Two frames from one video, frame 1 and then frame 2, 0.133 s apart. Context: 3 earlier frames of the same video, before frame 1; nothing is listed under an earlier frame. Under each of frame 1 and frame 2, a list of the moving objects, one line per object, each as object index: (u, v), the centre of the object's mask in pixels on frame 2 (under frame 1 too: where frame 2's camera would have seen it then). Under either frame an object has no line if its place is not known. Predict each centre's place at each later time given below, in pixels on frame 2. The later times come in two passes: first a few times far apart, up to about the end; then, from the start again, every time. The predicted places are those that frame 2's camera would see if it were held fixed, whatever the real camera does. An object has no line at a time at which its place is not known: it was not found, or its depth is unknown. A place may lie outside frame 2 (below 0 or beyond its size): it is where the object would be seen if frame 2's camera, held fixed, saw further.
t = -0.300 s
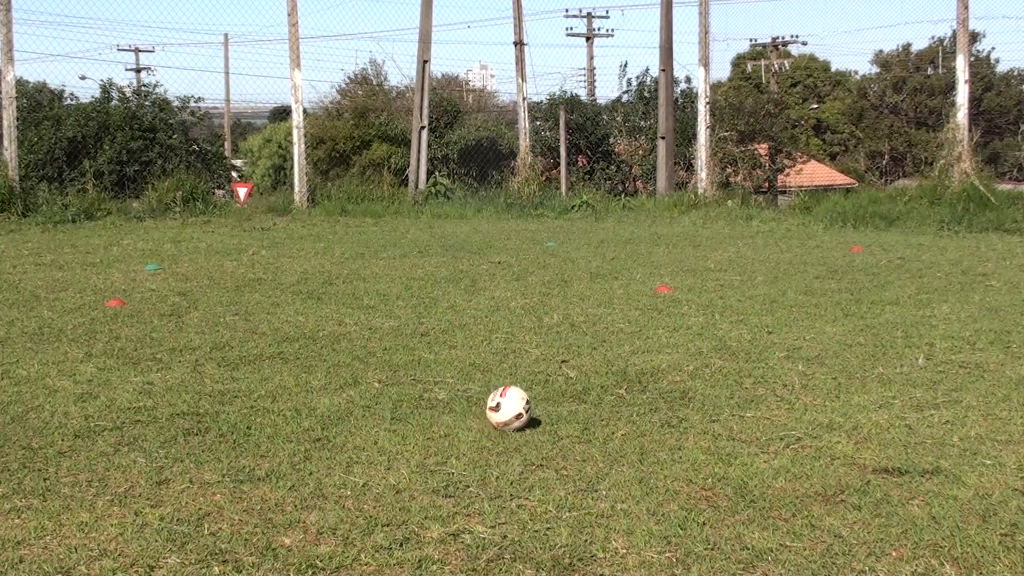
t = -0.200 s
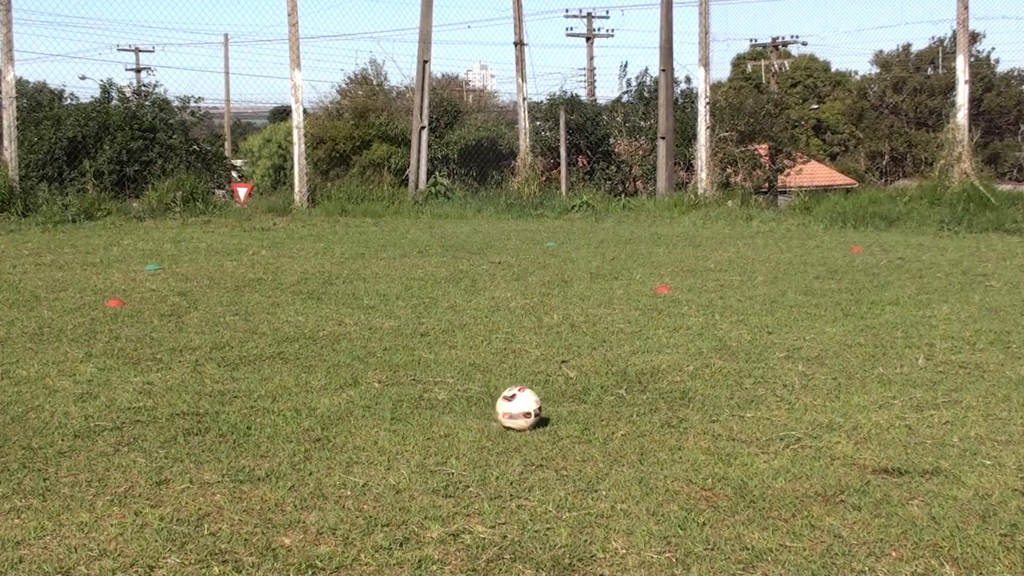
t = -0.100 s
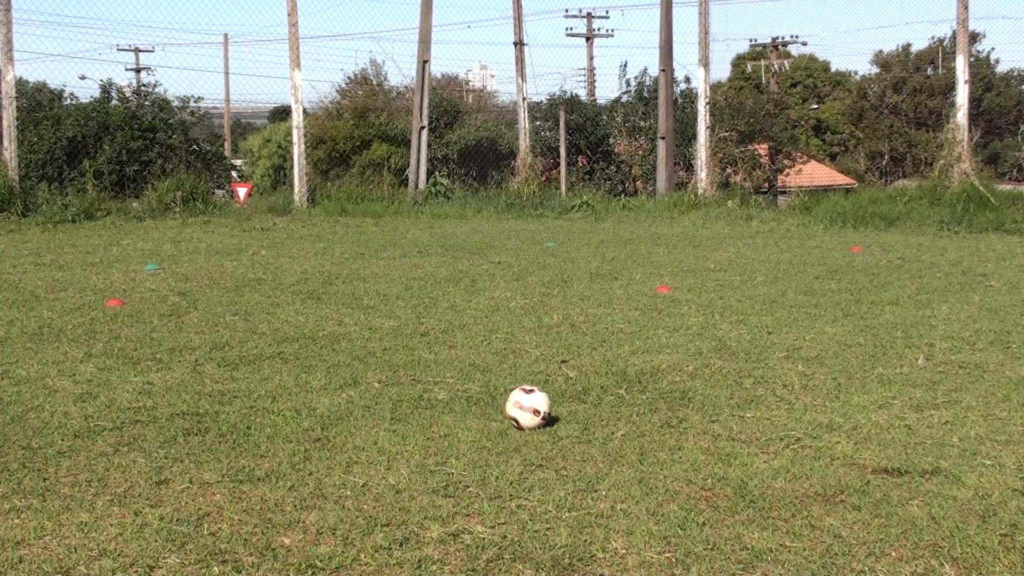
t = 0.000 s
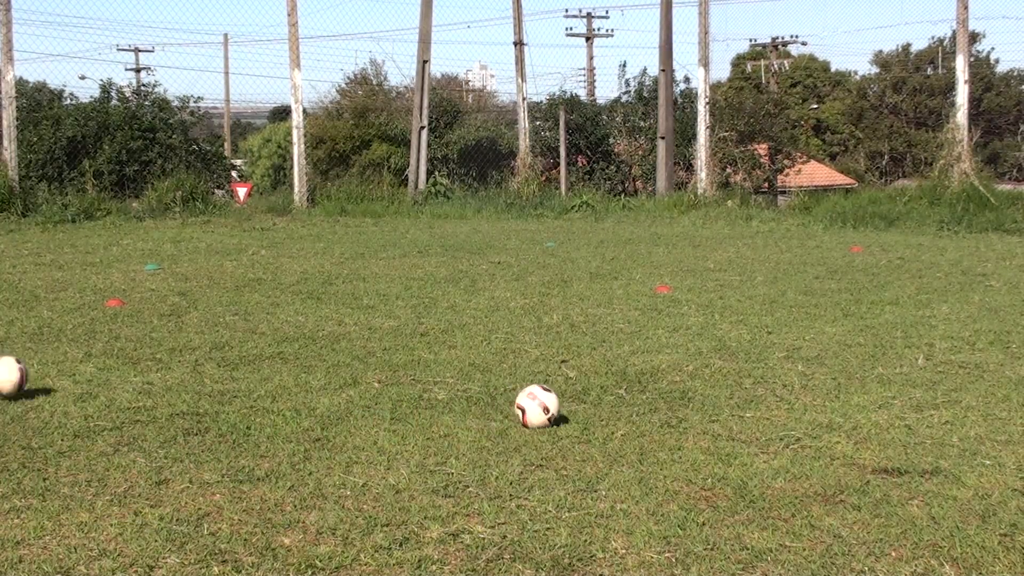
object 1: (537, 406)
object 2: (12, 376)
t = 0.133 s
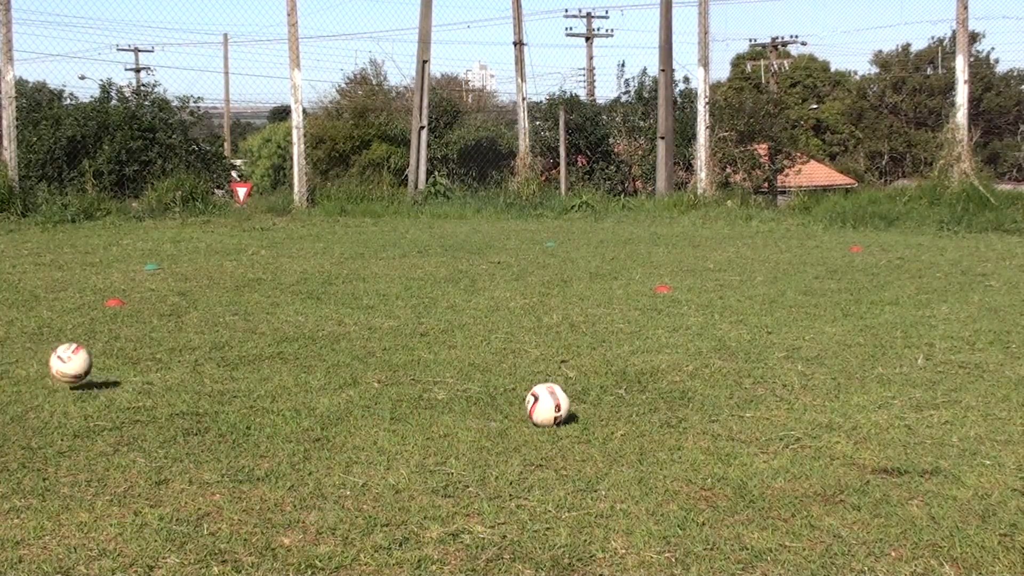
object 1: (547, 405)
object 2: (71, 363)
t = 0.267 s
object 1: (554, 404)
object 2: (132, 365)
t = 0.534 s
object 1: (563, 405)
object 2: (238, 352)
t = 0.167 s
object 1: (549, 405)
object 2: (87, 366)
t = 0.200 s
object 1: (551, 404)
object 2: (103, 369)
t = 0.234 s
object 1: (553, 404)
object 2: (118, 370)
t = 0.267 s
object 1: (554, 404)
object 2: (132, 365)
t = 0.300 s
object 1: (556, 405)
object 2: (147, 361)
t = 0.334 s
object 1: (557, 405)
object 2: (161, 359)
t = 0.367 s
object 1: (558, 405)
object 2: (175, 359)
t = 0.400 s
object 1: (559, 405)
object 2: (189, 360)
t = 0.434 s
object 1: (560, 405)
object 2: (202, 358)
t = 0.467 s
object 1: (561, 405)
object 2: (215, 355)
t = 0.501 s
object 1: (562, 405)
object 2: (226, 353)
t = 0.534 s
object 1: (563, 405)
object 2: (238, 352)
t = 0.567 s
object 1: (563, 405)
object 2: (251, 353)
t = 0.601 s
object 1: (563, 405)
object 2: (263, 354)
